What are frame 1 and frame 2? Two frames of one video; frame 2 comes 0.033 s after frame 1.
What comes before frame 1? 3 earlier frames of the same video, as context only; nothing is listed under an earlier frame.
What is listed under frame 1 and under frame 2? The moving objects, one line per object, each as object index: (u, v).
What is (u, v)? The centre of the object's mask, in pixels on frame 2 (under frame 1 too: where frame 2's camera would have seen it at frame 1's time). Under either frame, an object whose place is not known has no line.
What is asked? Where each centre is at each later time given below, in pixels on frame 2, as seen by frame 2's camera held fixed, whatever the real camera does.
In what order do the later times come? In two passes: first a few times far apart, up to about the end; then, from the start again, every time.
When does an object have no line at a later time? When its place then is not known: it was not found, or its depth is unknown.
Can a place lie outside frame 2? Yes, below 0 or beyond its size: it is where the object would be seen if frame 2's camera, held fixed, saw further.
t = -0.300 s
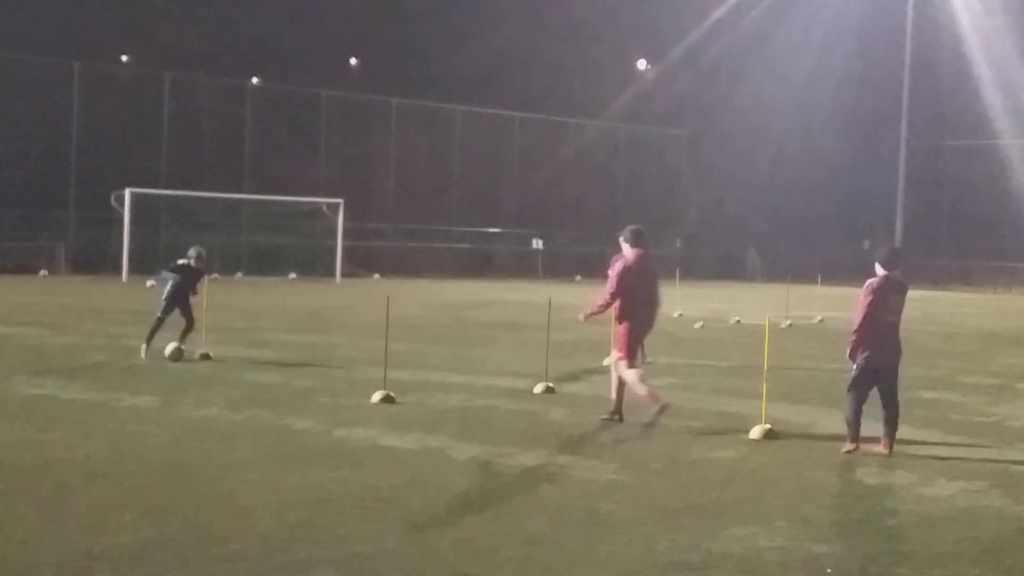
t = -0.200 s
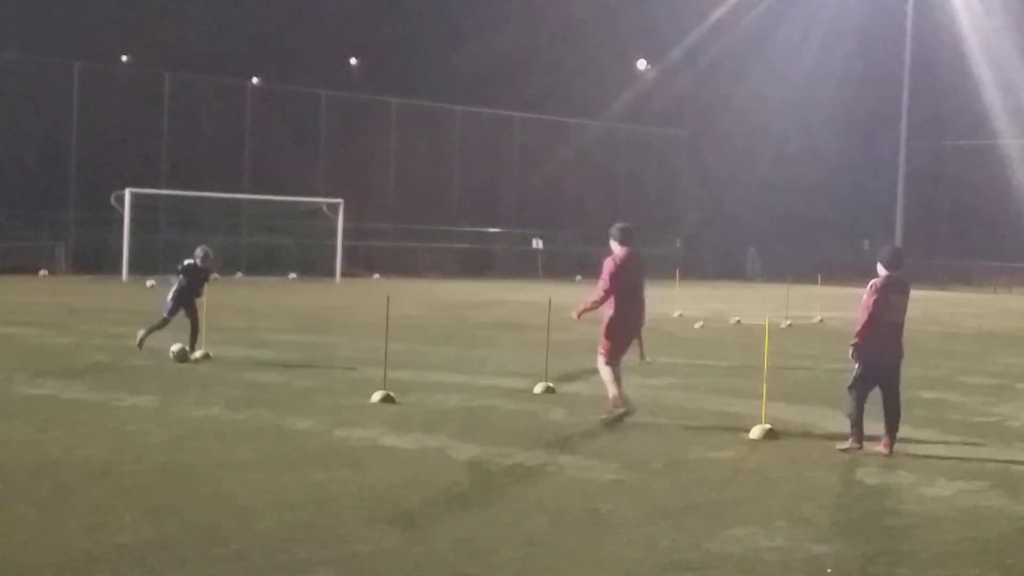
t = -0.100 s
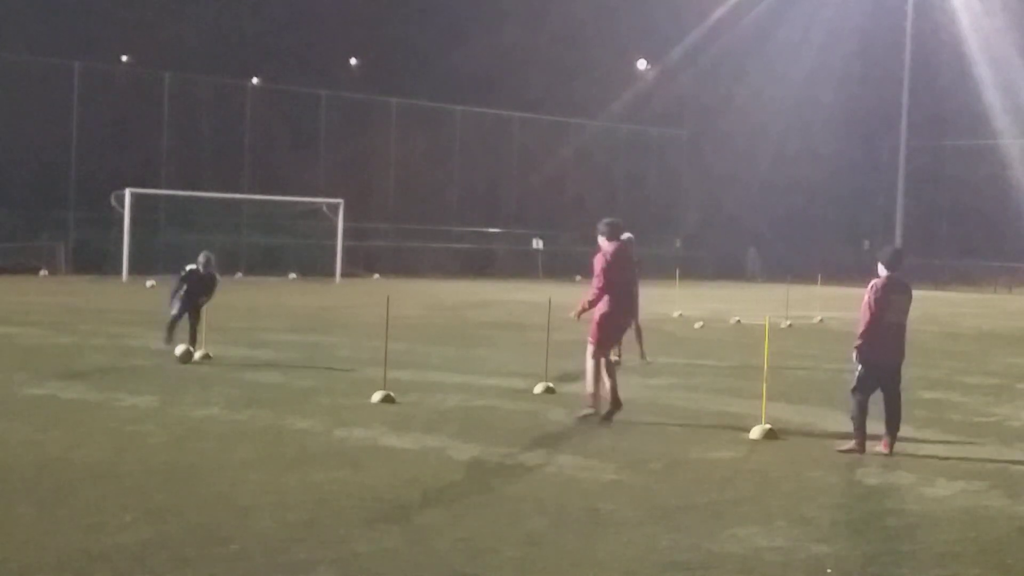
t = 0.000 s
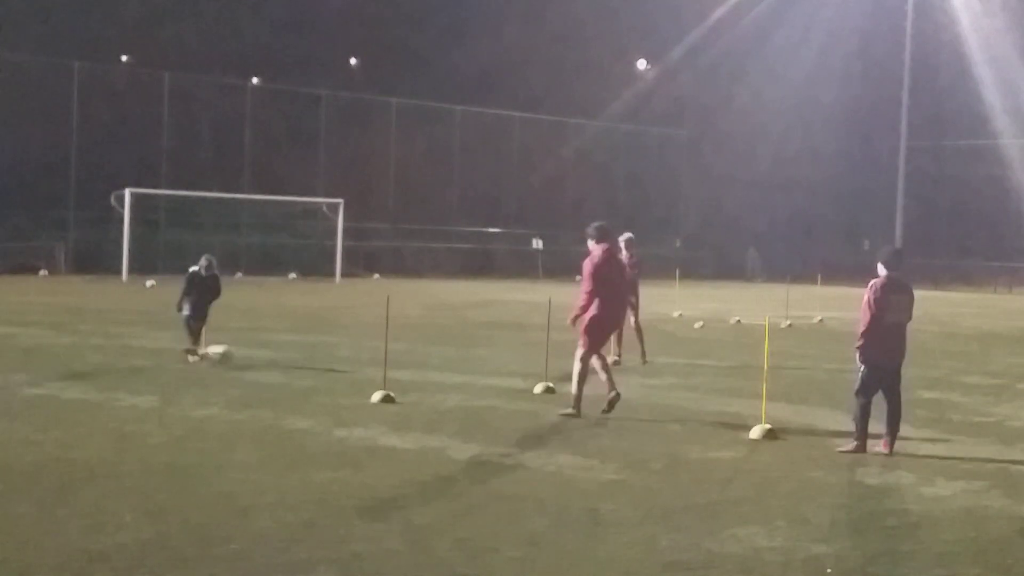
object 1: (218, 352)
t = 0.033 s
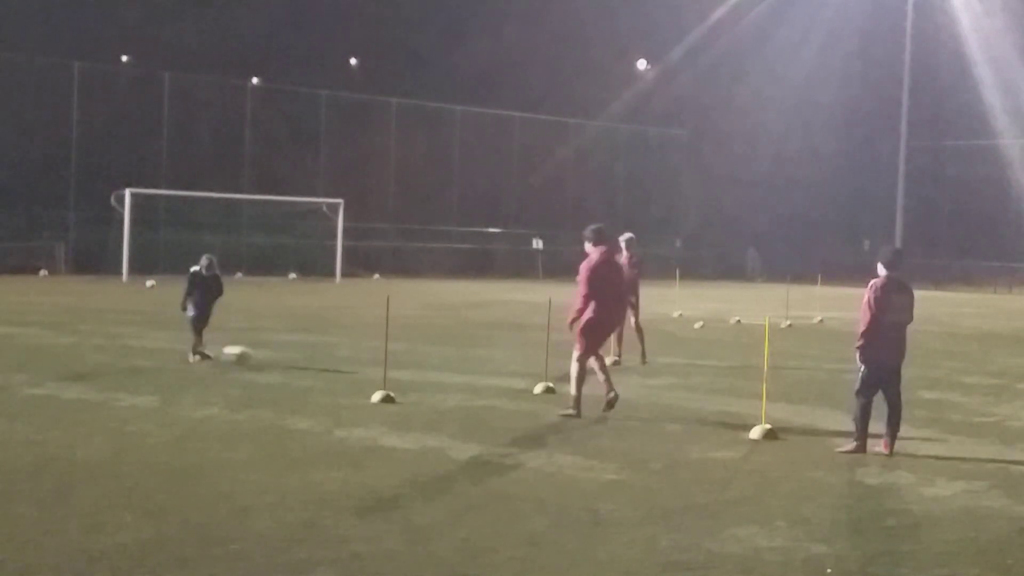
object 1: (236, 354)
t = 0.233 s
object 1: (338, 366)
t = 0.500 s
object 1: (463, 384)
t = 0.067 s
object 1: (253, 356)
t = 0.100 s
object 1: (271, 359)
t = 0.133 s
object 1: (288, 363)
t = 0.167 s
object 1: (306, 367)
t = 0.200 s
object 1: (321, 366)
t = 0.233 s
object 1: (338, 366)
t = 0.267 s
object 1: (354, 368)
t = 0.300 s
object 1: (370, 371)
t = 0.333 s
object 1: (387, 376)
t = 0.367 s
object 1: (402, 378)
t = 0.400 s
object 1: (417, 377)
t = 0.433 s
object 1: (433, 377)
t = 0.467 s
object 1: (449, 381)
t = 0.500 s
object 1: (463, 384)
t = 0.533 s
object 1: (477, 385)
